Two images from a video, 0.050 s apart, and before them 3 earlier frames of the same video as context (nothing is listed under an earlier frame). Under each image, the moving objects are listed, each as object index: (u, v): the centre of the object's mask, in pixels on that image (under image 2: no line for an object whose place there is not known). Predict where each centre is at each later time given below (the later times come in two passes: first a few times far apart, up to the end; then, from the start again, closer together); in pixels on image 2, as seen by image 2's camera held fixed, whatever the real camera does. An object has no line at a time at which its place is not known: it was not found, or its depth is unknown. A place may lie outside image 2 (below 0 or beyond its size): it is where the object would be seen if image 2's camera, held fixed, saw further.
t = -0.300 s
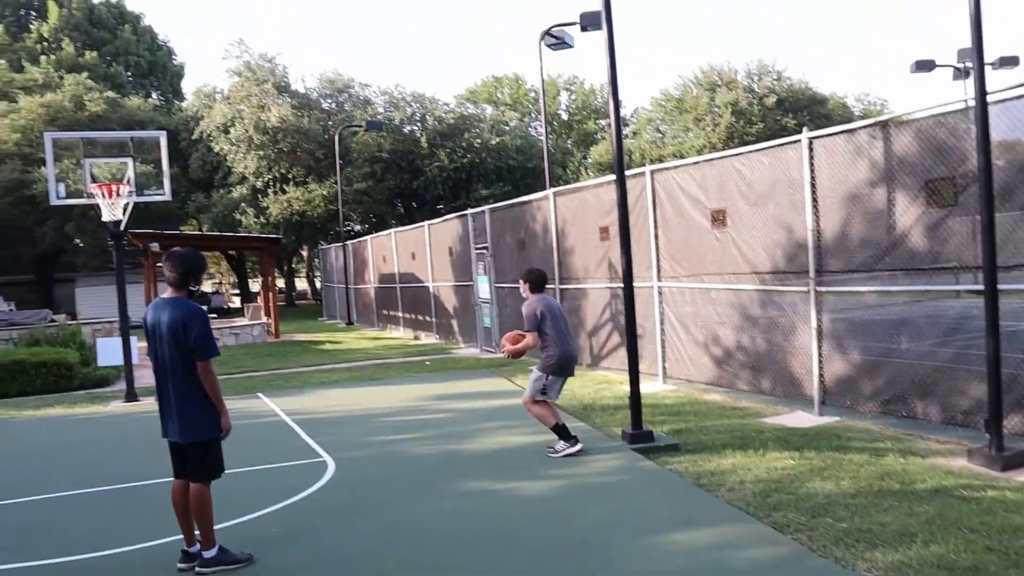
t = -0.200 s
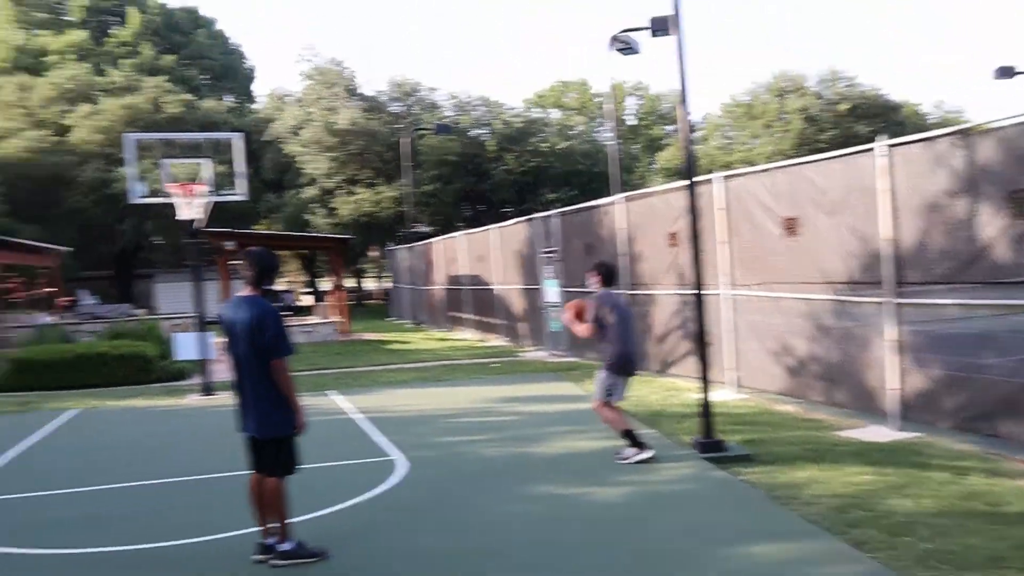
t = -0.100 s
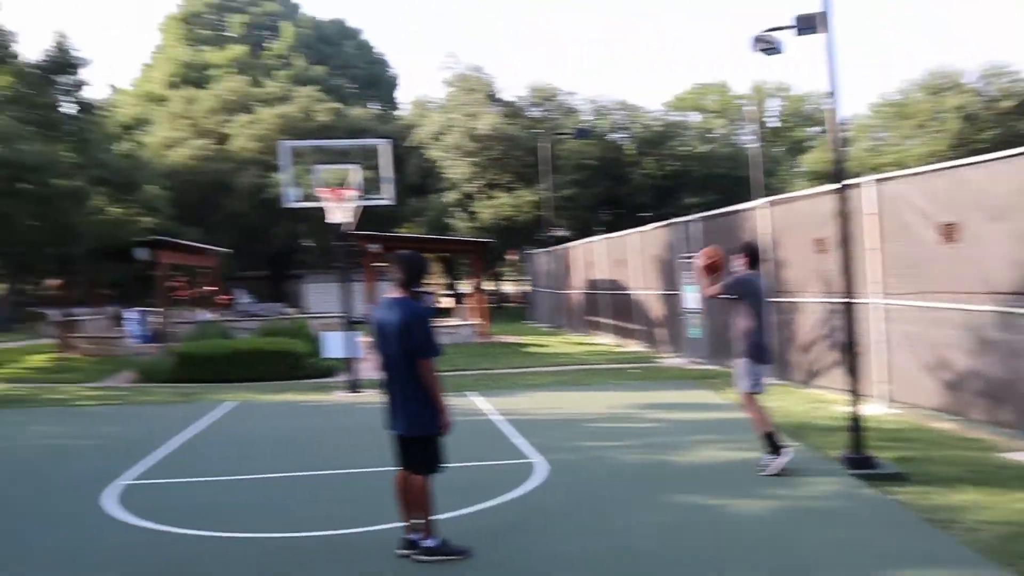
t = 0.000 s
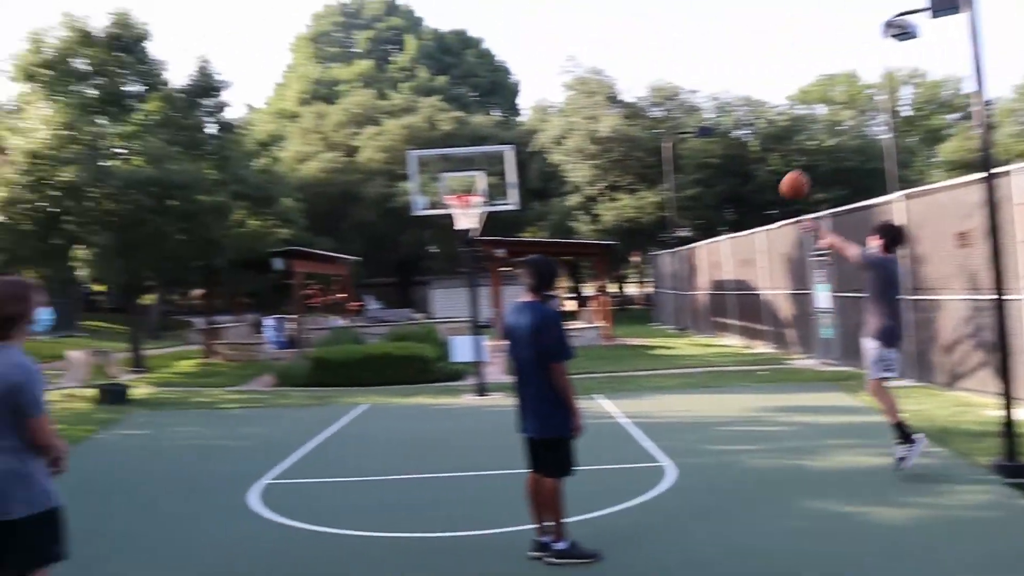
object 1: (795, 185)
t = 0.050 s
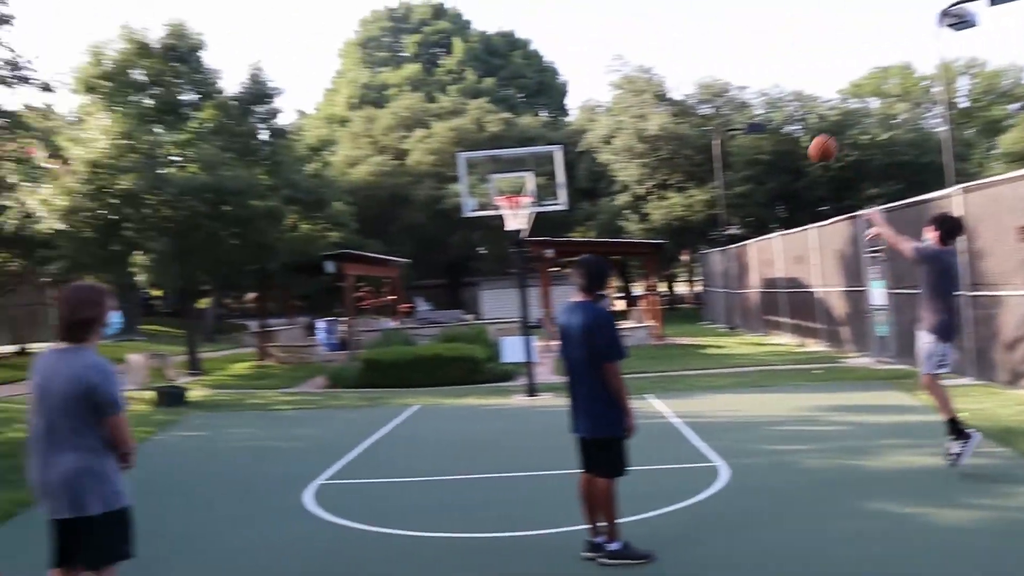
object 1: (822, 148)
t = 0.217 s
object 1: (753, 75)
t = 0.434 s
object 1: (678, 31)
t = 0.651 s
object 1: (619, 32)
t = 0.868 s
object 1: (569, 67)
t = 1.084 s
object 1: (531, 131)
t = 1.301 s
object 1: (495, 192)
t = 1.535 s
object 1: (441, 215)
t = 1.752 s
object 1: (386, 276)
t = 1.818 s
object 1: (367, 301)
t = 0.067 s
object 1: (815, 140)
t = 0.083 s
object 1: (808, 130)
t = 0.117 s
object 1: (793, 114)
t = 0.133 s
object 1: (786, 107)
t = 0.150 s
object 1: (780, 99)
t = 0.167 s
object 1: (773, 93)
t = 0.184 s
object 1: (766, 87)
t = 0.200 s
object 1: (759, 81)
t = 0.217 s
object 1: (753, 75)
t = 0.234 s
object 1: (746, 70)
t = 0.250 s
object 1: (740, 65)
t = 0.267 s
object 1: (734, 60)
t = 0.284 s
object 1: (728, 56)
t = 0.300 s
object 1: (722, 52)
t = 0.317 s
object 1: (716, 49)
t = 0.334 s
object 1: (710, 45)
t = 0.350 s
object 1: (704, 43)
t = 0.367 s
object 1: (698, 40)
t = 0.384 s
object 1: (693, 37)
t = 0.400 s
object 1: (688, 35)
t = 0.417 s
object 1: (683, 33)
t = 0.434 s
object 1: (678, 31)
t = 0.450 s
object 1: (673, 30)
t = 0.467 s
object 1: (668, 29)
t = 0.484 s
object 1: (663, 28)
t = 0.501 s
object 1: (658, 28)
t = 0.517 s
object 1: (653, 27)
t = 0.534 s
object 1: (649, 27)
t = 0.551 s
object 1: (644, 27)
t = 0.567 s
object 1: (640, 27)
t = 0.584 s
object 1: (635, 28)
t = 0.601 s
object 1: (631, 29)
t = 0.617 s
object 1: (627, 30)
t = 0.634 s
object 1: (623, 31)
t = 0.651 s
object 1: (619, 32)
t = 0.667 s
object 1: (615, 34)
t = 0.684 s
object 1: (611, 36)
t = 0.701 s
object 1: (607, 37)
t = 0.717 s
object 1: (603, 40)
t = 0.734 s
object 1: (599, 42)
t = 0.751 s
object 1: (595, 45)
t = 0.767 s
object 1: (592, 47)
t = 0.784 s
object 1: (588, 50)
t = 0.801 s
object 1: (584, 53)
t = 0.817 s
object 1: (581, 56)
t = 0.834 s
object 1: (577, 60)
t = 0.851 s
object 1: (573, 64)
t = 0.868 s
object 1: (569, 67)
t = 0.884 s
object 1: (566, 72)
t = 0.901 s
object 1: (563, 75)
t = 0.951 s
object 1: (554, 88)
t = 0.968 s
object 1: (551, 93)
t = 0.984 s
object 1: (548, 98)
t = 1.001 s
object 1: (545, 103)
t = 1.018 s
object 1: (542, 108)
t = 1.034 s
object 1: (539, 114)
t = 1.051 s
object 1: (537, 119)
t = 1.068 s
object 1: (533, 125)
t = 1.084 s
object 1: (531, 131)
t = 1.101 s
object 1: (528, 135)
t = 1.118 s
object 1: (526, 141)
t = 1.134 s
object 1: (523, 148)
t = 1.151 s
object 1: (520, 154)
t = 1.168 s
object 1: (518, 161)
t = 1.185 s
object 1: (515, 166)
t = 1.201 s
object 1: (513, 172)
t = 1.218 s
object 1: (511, 179)
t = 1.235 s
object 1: (508, 186)
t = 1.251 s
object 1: (506, 193)
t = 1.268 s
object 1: (502, 192)
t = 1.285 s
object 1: (499, 192)
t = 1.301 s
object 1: (495, 192)
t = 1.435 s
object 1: (464, 201)
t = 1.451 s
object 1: (461, 203)
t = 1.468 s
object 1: (457, 204)
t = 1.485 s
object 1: (454, 207)
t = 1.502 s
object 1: (449, 209)
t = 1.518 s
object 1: (446, 212)
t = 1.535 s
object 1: (441, 215)
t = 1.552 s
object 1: (437, 219)
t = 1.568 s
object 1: (433, 222)
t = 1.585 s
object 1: (429, 226)
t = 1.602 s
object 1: (425, 229)
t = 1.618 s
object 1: (421, 234)
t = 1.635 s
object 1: (417, 239)
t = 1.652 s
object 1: (413, 243)
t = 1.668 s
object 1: (408, 248)
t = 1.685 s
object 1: (404, 253)
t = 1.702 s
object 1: (399, 259)
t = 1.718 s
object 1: (395, 265)
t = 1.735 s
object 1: (390, 270)
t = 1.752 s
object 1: (386, 276)
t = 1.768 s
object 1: (381, 282)
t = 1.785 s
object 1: (376, 288)
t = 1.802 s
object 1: (373, 294)
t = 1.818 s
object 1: (367, 301)
